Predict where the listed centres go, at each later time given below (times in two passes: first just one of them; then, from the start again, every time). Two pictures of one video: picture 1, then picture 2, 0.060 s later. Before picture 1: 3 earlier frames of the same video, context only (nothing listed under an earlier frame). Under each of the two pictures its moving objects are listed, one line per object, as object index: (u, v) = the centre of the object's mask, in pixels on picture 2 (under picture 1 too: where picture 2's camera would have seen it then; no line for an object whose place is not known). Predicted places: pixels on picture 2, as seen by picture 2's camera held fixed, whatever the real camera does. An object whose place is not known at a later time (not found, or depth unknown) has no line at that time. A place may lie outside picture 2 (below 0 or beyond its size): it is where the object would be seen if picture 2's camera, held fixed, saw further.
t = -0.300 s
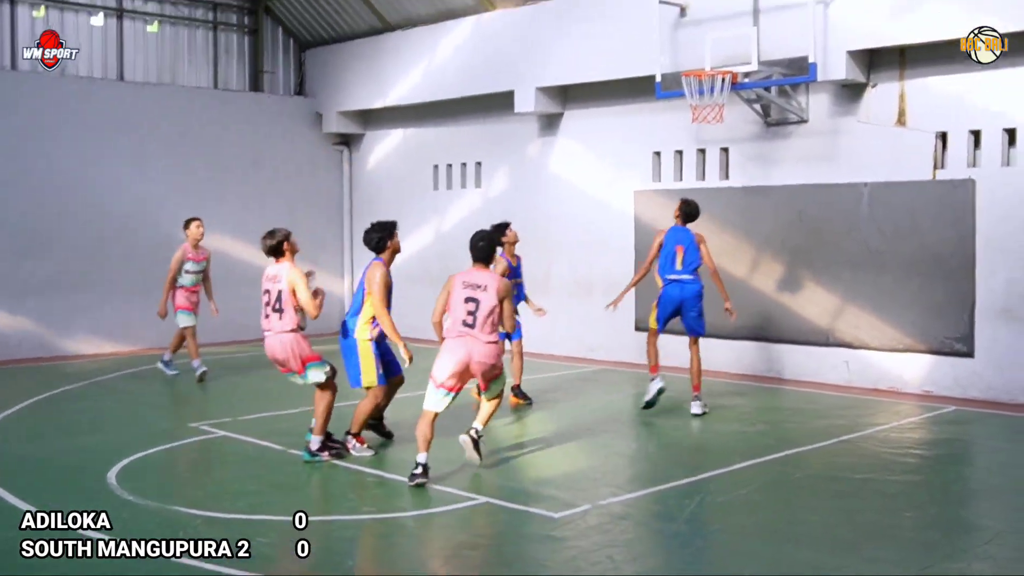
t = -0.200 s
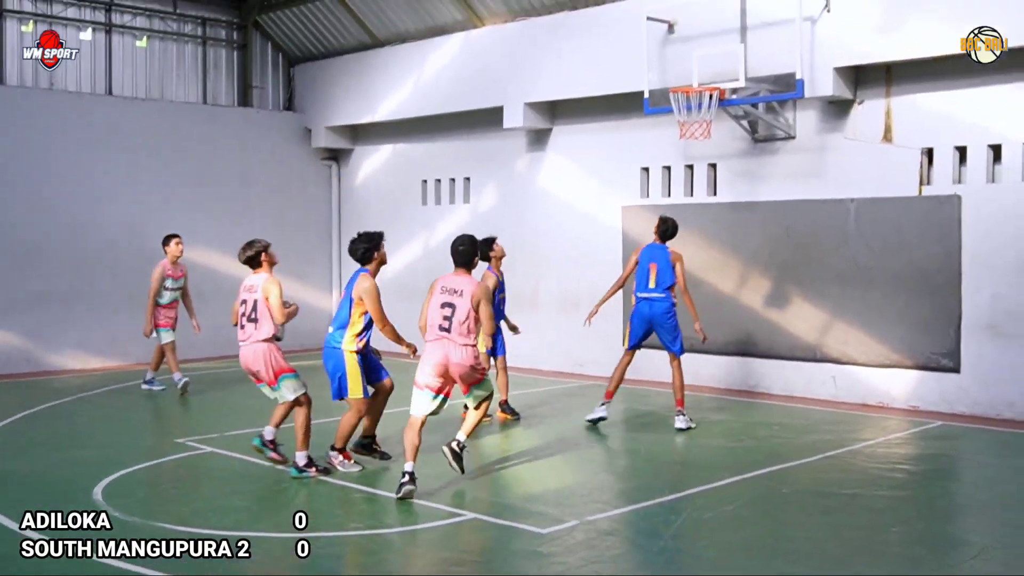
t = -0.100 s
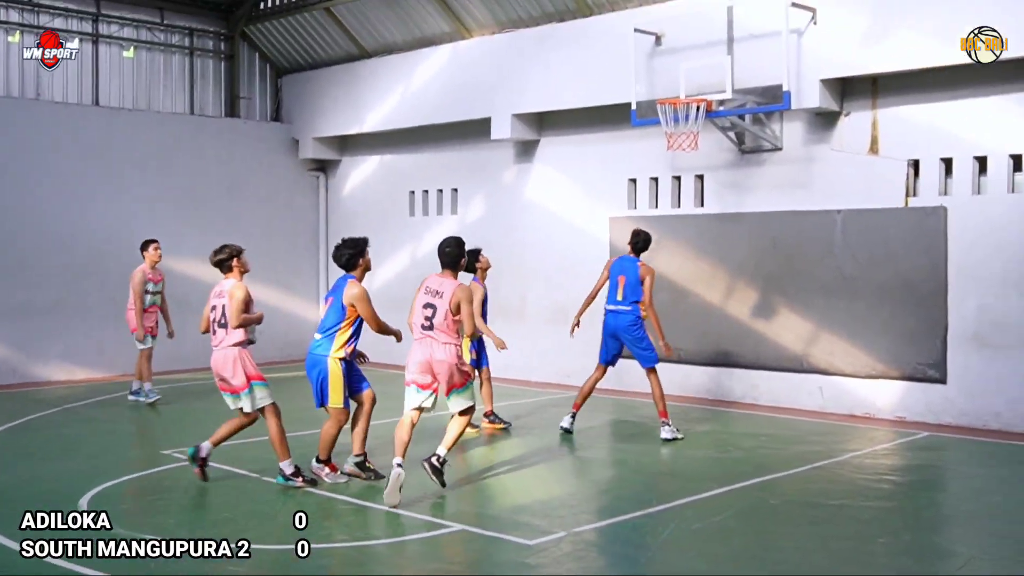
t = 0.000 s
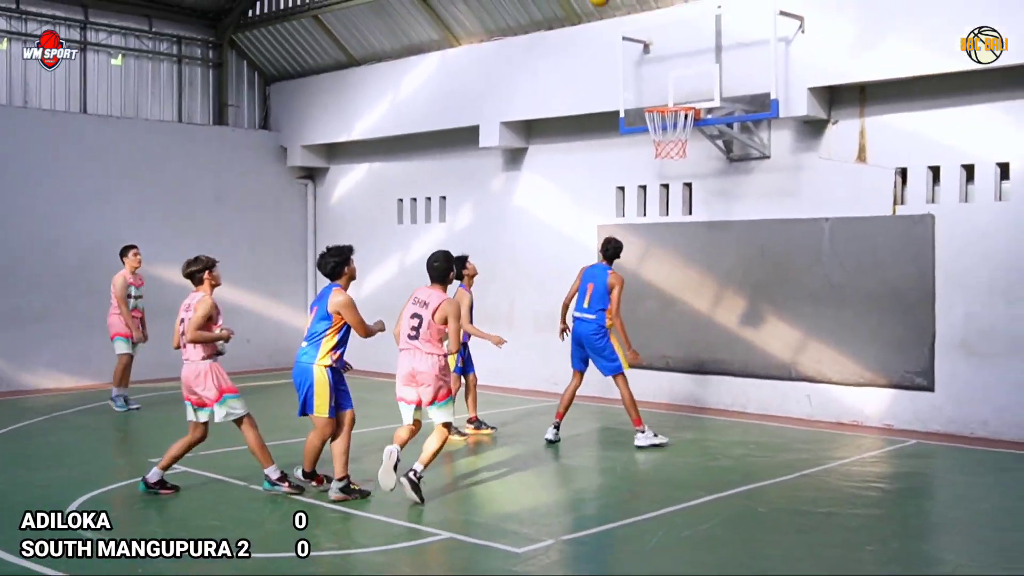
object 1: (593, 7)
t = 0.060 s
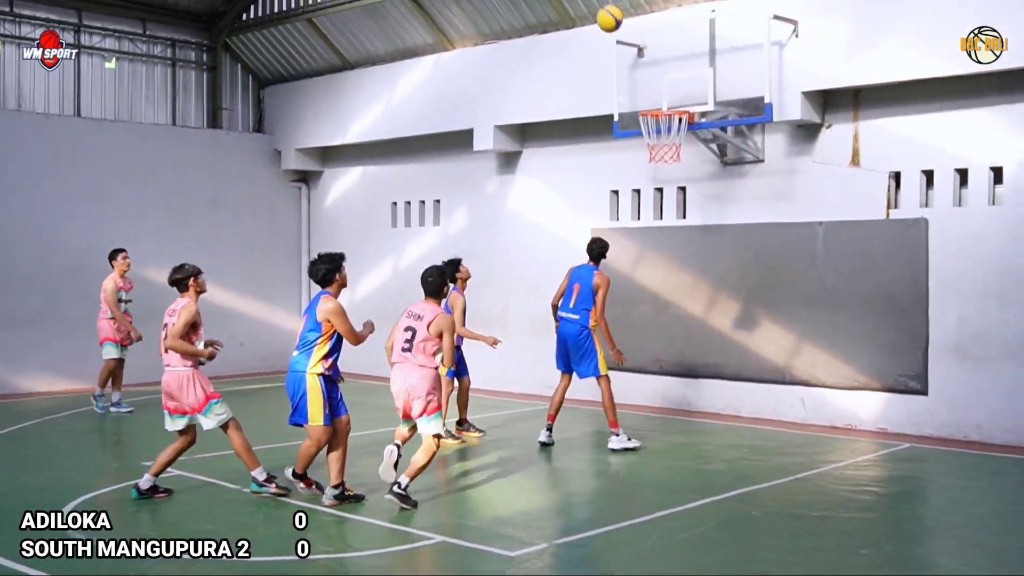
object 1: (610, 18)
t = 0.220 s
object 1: (649, 95)
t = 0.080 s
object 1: (615, 27)
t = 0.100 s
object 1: (620, 36)
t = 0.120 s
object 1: (625, 45)
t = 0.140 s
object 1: (630, 54)
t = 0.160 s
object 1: (635, 64)
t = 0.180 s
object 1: (639, 73)
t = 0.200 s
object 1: (644, 84)
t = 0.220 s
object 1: (649, 95)
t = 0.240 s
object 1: (653, 101)
